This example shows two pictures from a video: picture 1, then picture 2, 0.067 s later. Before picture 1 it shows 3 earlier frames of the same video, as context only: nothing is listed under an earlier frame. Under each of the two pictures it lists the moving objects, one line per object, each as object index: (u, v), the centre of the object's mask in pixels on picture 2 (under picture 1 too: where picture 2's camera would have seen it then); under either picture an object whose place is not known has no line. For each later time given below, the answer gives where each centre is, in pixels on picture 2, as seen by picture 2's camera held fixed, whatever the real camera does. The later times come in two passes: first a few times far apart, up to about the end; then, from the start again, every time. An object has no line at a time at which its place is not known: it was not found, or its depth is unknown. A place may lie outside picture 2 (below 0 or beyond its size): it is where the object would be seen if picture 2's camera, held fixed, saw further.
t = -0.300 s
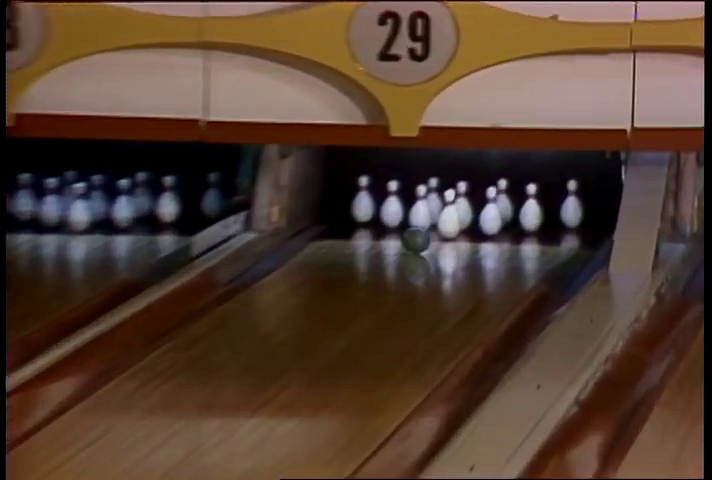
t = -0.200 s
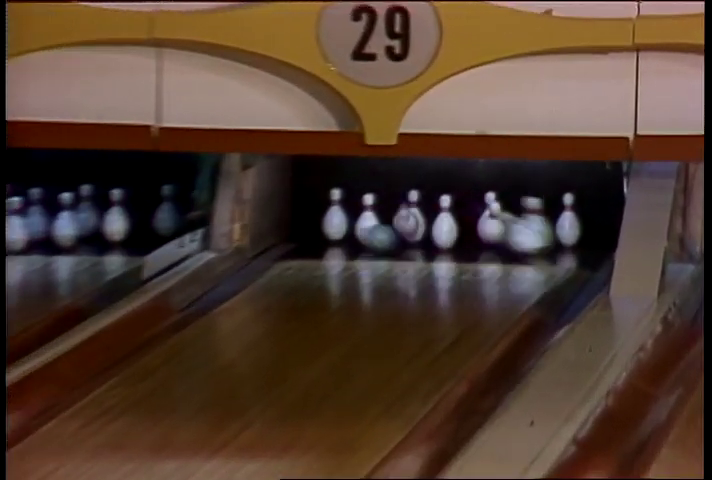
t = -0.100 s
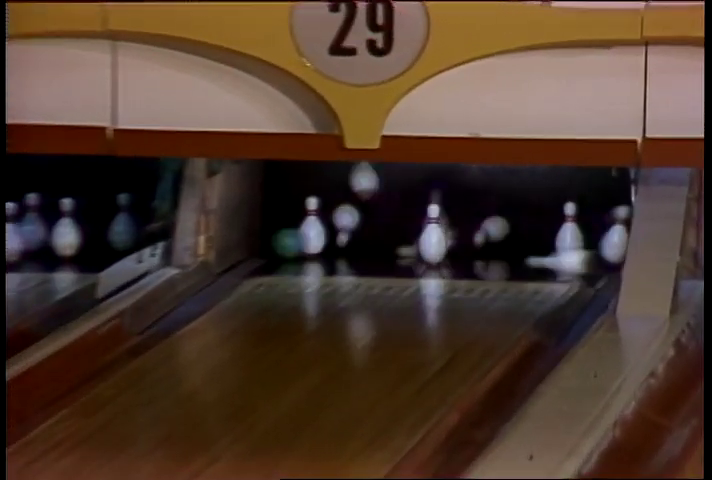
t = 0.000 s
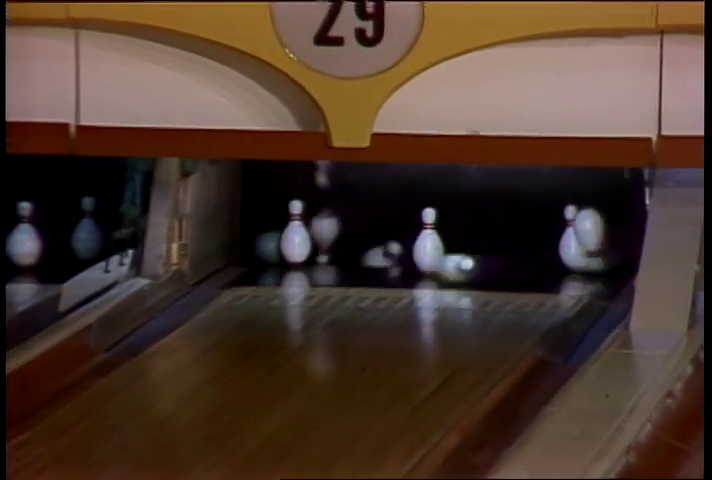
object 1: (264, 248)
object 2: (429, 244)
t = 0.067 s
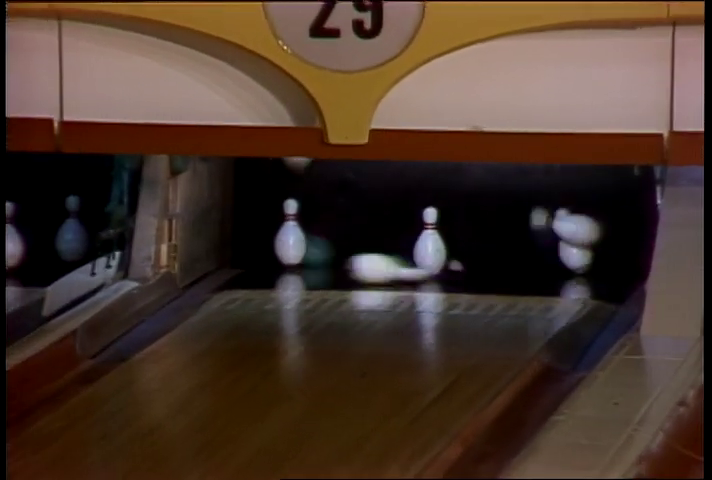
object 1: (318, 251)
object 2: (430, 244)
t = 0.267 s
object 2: (434, 246)
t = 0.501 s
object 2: (445, 249)
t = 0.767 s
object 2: (420, 259)
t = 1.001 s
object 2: (406, 259)
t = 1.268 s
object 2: (402, 261)
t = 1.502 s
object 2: (401, 262)
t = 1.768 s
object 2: (405, 262)
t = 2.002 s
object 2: (413, 263)
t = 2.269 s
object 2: (427, 263)
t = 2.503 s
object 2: (442, 263)
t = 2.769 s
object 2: (451, 264)
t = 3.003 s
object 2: (457, 263)
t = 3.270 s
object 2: (458, 262)
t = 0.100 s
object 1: (337, 248)
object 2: (430, 246)
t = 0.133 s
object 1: (360, 261)
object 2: (431, 245)
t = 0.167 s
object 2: (432, 246)
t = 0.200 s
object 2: (433, 246)
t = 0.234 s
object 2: (433, 246)
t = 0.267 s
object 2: (434, 246)
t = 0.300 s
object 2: (434, 246)
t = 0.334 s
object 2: (435, 246)
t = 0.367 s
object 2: (437, 243)
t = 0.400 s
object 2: (437, 232)
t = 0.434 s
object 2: (441, 235)
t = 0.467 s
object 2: (446, 247)
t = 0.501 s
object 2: (445, 249)
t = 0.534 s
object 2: (441, 252)
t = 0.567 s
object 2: (437, 257)
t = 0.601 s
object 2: (432, 261)
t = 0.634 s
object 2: (431, 260)
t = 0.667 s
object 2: (428, 258)
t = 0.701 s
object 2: (425, 259)
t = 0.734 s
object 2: (422, 259)
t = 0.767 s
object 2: (420, 259)
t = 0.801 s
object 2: (417, 259)
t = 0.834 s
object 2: (415, 259)
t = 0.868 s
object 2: (413, 258)
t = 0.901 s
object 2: (411, 258)
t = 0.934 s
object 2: (409, 258)
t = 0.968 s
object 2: (407, 258)
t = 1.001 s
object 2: (406, 259)
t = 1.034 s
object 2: (405, 259)
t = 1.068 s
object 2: (404, 260)
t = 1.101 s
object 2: (403, 260)
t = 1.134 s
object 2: (403, 260)
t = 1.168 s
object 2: (403, 260)
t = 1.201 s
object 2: (402, 261)
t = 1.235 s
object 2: (402, 261)
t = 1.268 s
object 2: (402, 261)
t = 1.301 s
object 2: (401, 261)
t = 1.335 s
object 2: (401, 261)
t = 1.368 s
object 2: (401, 261)
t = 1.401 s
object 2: (401, 261)
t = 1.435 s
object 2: (401, 261)
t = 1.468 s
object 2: (401, 262)
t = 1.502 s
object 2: (401, 262)
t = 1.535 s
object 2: (402, 262)
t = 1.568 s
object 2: (402, 262)
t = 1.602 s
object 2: (402, 262)
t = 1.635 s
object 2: (402, 262)
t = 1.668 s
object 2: (403, 262)
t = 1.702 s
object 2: (403, 262)
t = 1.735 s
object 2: (404, 262)
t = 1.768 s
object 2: (405, 262)
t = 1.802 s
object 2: (406, 262)
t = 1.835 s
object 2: (407, 262)
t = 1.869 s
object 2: (409, 262)
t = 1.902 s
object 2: (410, 262)
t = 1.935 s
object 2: (411, 262)
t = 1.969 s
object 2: (412, 263)
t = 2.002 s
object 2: (413, 263)
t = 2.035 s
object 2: (415, 263)
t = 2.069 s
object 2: (416, 263)
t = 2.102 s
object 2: (418, 263)
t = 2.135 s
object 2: (419, 263)
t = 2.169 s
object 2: (421, 263)
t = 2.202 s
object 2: (423, 263)
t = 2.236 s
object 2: (425, 263)
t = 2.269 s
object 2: (427, 263)
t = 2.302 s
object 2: (429, 263)
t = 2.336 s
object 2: (432, 263)
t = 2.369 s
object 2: (434, 263)
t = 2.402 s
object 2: (436, 263)
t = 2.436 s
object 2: (438, 263)
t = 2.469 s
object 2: (439, 264)
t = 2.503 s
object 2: (442, 263)
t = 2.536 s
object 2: (444, 264)
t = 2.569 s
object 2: (446, 263)
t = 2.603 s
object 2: (448, 263)
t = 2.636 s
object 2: (446, 264)
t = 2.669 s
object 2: (447, 264)
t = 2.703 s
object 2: (448, 264)
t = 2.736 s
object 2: (450, 264)
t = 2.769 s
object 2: (451, 264)
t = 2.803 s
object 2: (452, 264)
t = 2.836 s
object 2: (453, 264)
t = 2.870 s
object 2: (454, 263)
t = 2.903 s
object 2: (455, 263)
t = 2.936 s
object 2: (456, 263)
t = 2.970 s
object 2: (456, 263)
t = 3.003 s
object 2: (457, 263)
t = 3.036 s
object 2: (457, 263)
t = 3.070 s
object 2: (458, 263)
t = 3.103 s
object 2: (458, 263)
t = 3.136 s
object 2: (458, 263)
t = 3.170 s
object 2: (458, 263)
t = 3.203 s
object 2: (458, 263)
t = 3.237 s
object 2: (459, 263)
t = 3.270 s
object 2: (458, 262)
